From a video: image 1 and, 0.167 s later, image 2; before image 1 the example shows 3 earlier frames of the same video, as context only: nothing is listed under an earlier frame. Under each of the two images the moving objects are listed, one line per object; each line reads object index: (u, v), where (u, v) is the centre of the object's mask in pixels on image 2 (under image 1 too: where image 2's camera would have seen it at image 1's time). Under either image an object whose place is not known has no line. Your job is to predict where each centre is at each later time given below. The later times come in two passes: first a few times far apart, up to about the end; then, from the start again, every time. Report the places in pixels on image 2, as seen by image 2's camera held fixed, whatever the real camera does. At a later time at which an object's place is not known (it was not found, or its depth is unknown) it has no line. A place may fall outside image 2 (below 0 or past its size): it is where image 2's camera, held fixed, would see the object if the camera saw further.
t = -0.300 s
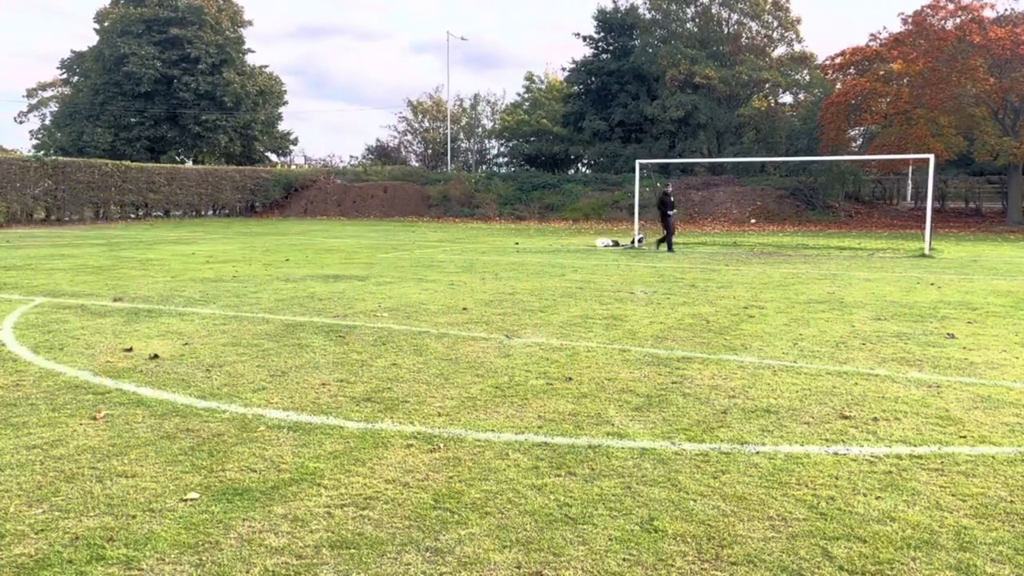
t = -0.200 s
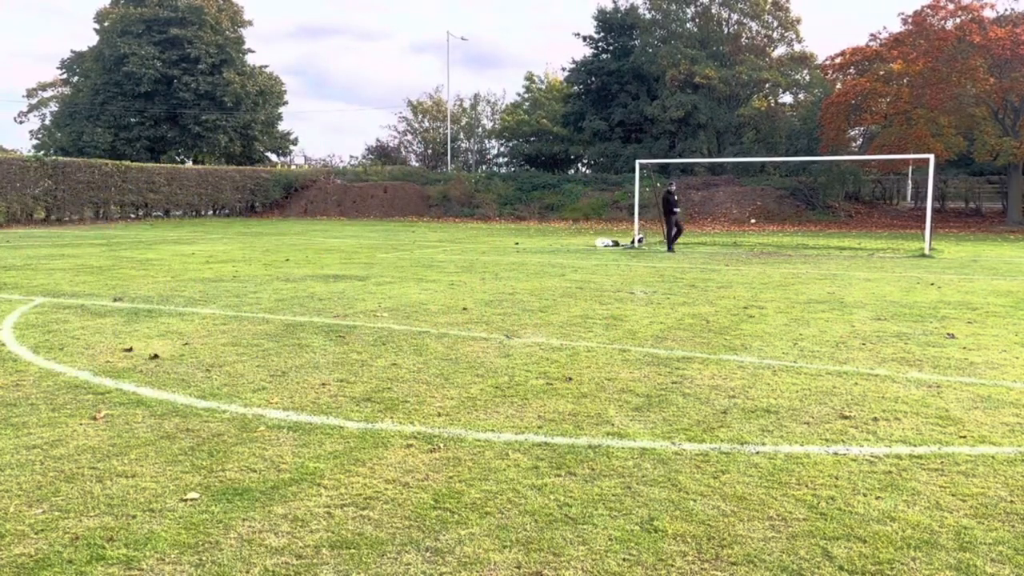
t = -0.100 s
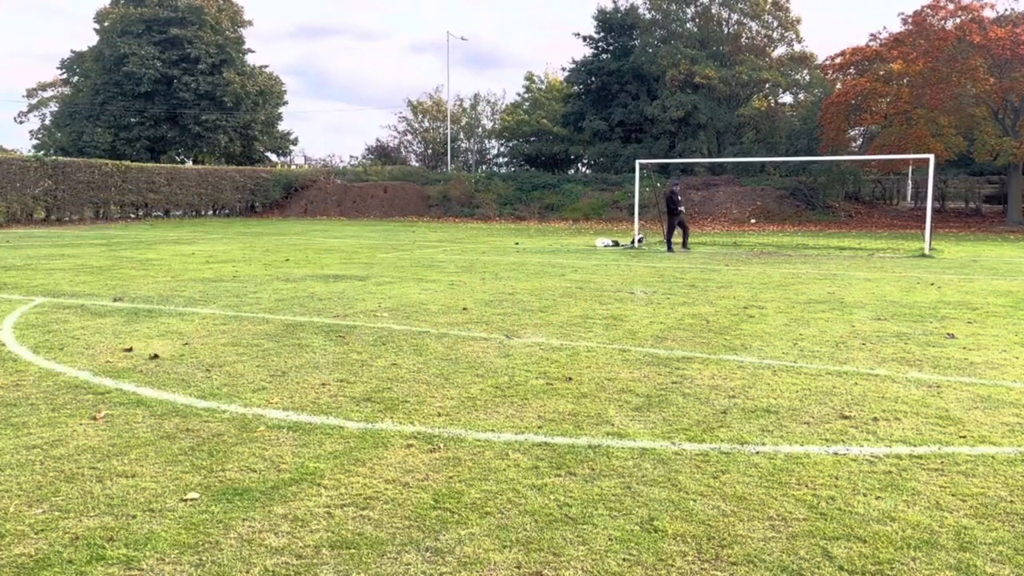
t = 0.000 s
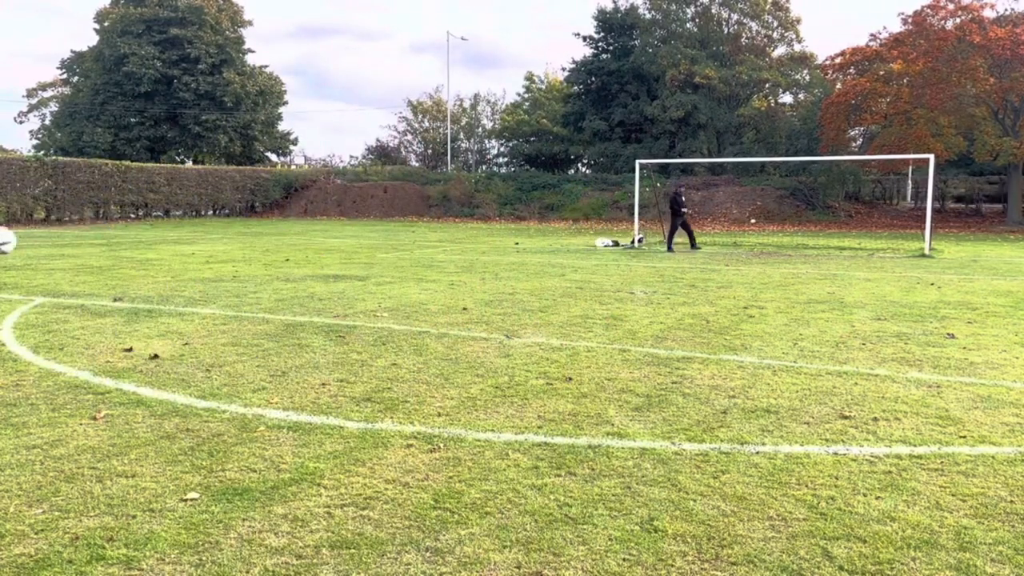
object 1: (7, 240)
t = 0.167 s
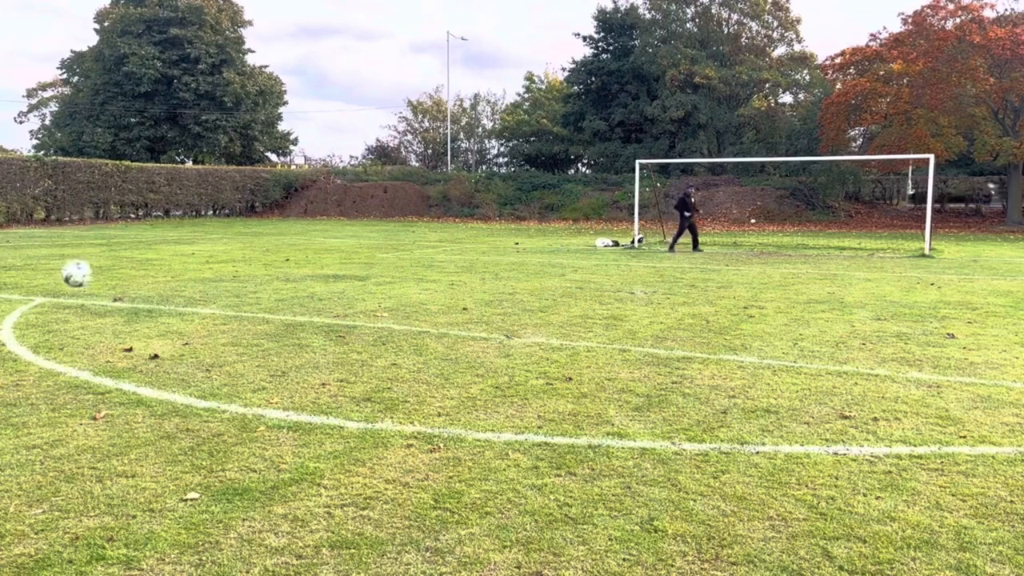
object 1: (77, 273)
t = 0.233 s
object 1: (106, 294)
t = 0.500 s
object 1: (171, 300)
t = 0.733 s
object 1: (204, 296)
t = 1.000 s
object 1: (241, 320)
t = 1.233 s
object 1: (274, 324)
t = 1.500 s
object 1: (309, 328)
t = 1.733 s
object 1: (340, 327)
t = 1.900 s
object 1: (357, 325)
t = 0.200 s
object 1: (92, 283)
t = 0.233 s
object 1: (106, 294)
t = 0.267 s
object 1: (120, 306)
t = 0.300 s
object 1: (134, 319)
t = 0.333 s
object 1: (147, 334)
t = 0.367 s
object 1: (153, 332)
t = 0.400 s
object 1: (158, 322)
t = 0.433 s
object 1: (163, 314)
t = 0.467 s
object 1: (166, 306)
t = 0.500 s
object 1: (171, 300)
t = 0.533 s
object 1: (175, 296)
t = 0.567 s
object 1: (180, 293)
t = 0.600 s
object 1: (185, 291)
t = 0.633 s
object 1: (190, 290)
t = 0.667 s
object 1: (195, 291)
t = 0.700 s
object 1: (199, 293)
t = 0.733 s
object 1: (204, 296)
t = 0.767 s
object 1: (208, 300)
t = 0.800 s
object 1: (213, 305)
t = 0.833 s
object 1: (218, 311)
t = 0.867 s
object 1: (222, 319)
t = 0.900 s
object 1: (227, 328)
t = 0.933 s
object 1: (232, 331)
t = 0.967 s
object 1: (236, 325)
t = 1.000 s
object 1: (241, 320)
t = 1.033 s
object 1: (246, 318)
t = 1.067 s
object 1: (251, 316)
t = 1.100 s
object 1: (256, 314)
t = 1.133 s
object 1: (261, 315)
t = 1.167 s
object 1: (265, 317)
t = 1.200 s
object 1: (269, 320)
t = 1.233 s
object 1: (274, 324)
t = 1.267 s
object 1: (279, 329)
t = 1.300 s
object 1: (283, 328)
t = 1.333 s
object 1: (288, 326)
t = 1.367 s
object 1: (293, 324)
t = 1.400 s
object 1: (296, 322)
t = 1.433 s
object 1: (301, 324)
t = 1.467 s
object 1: (306, 325)
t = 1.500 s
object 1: (309, 328)
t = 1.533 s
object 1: (314, 328)
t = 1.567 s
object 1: (318, 326)
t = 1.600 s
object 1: (323, 326)
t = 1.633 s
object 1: (327, 327)
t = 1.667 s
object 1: (331, 327)
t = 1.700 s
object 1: (335, 327)
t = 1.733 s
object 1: (340, 327)
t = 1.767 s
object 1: (343, 326)
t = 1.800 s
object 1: (346, 326)
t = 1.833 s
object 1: (350, 326)
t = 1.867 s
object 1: (354, 325)
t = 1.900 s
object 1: (357, 325)
